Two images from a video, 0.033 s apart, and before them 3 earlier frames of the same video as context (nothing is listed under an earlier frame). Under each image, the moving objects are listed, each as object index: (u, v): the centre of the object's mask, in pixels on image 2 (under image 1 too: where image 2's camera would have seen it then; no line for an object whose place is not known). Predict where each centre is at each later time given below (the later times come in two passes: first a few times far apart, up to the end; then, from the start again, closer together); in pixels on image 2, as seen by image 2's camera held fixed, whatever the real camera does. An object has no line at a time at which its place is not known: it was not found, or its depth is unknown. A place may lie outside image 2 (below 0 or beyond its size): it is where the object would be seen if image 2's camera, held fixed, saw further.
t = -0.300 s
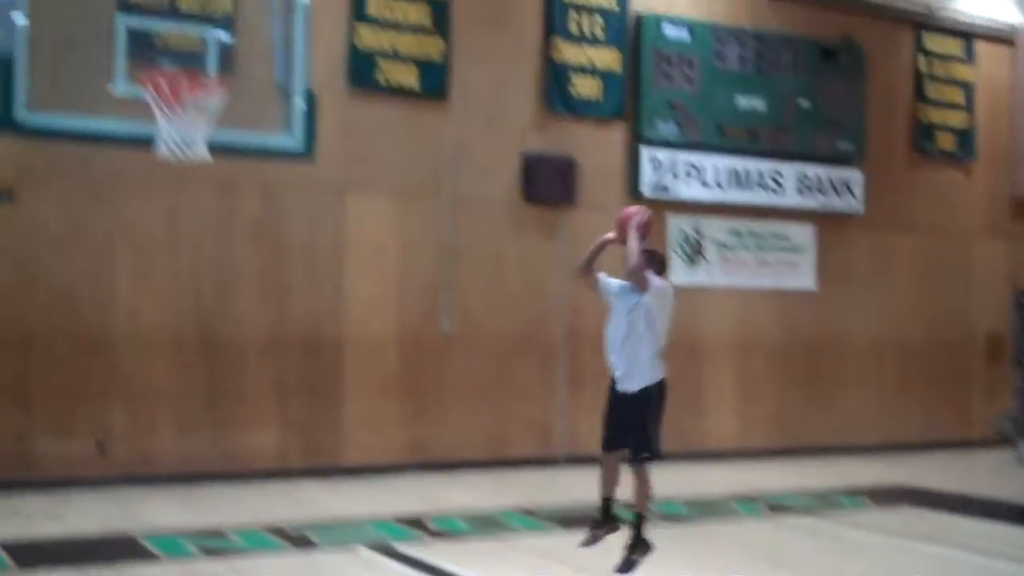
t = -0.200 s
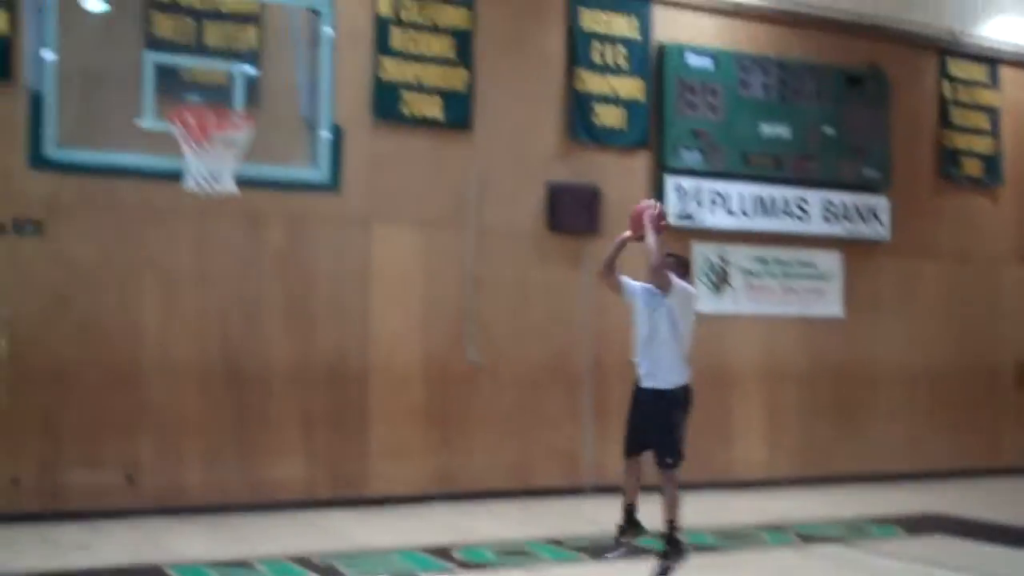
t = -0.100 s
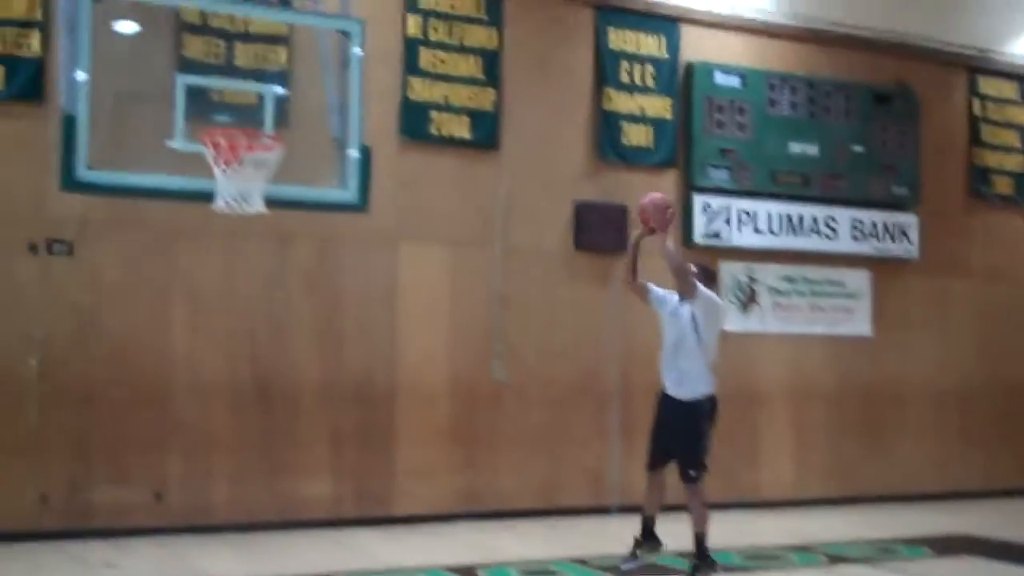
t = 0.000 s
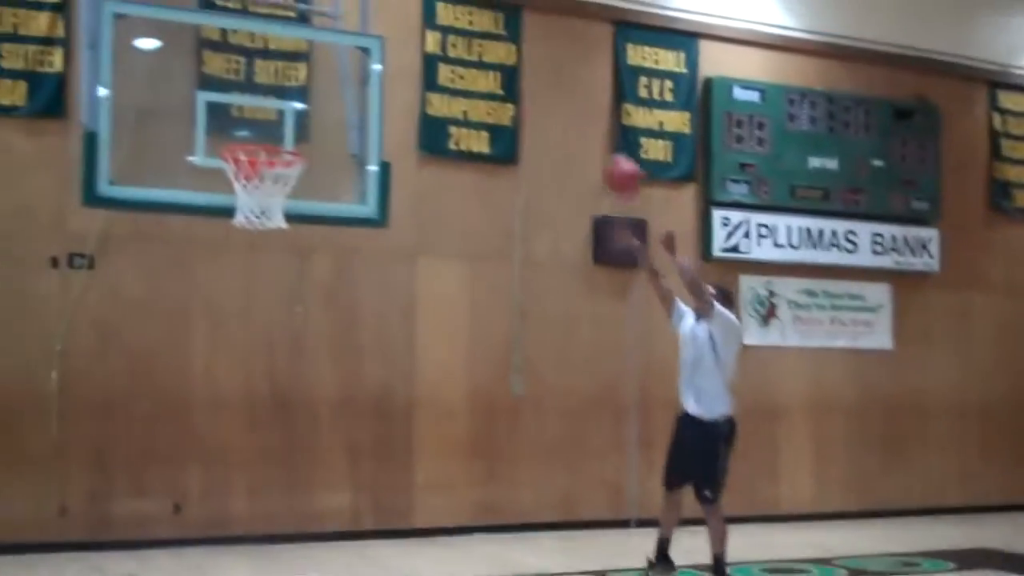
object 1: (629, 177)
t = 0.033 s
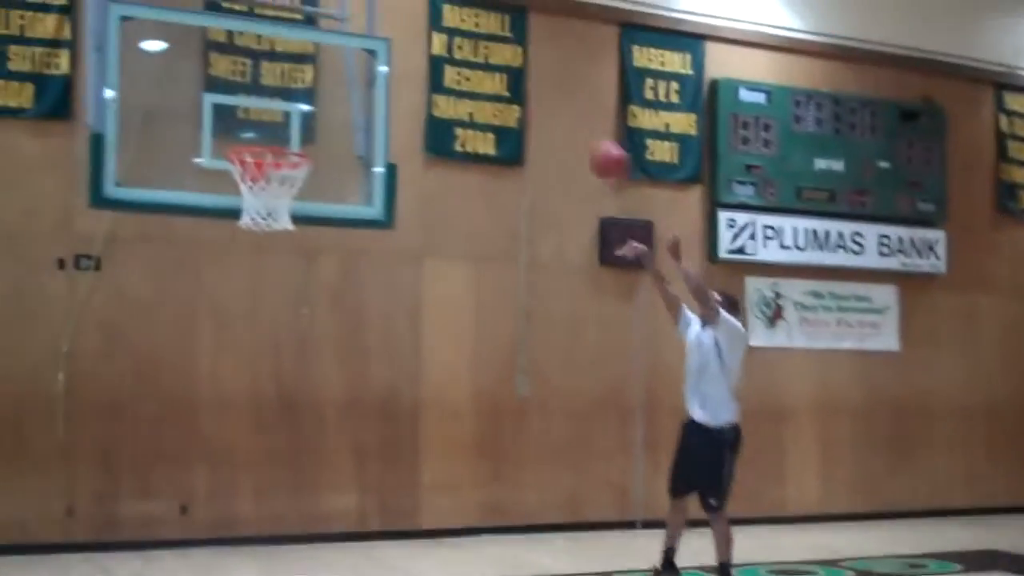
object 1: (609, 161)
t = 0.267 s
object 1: (463, 92)
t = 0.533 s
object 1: (303, 108)
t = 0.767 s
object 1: (252, 176)
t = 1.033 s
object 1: (295, 278)
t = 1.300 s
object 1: (333, 493)
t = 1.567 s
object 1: (381, 566)
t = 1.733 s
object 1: (410, 462)
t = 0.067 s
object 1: (588, 145)
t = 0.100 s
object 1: (567, 132)
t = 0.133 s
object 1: (547, 121)
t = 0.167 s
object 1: (526, 110)
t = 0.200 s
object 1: (507, 104)
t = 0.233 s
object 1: (484, 97)
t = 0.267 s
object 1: (463, 92)
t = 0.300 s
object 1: (440, 88)
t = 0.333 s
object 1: (422, 87)
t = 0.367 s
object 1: (398, 88)
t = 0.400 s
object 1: (377, 89)
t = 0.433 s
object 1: (357, 92)
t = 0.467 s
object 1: (333, 98)
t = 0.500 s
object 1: (313, 104)
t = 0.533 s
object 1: (303, 108)
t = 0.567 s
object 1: (295, 114)
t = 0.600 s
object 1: (285, 122)
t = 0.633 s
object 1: (276, 132)
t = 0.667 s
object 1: (267, 136)
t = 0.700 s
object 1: (254, 162)
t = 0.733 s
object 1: (251, 171)
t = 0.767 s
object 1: (252, 176)
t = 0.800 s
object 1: (260, 209)
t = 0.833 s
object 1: (261, 211)
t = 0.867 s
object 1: (268, 213)
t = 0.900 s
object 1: (274, 218)
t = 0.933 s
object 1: (279, 229)
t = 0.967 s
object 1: (284, 244)
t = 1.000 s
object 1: (290, 260)
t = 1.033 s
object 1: (295, 278)
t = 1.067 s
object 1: (300, 299)
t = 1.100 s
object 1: (305, 321)
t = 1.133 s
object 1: (309, 345)
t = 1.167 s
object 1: (316, 370)
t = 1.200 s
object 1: (324, 396)
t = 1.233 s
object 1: (324, 424)
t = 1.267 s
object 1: (329, 456)
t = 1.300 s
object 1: (333, 493)
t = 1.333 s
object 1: (341, 526)
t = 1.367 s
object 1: (344, 564)
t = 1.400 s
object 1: (352, 606)
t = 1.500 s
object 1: (370, 610)
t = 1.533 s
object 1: (377, 594)
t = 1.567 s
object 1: (381, 566)
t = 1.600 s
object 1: (387, 543)
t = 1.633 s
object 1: (392, 522)
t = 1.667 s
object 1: (400, 498)
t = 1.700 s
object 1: (405, 479)
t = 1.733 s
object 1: (410, 462)
